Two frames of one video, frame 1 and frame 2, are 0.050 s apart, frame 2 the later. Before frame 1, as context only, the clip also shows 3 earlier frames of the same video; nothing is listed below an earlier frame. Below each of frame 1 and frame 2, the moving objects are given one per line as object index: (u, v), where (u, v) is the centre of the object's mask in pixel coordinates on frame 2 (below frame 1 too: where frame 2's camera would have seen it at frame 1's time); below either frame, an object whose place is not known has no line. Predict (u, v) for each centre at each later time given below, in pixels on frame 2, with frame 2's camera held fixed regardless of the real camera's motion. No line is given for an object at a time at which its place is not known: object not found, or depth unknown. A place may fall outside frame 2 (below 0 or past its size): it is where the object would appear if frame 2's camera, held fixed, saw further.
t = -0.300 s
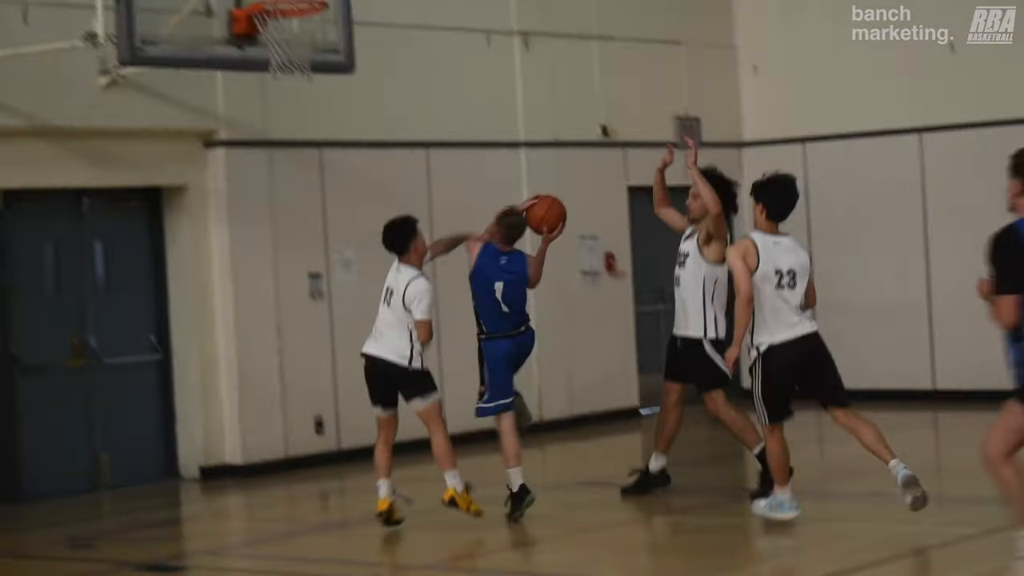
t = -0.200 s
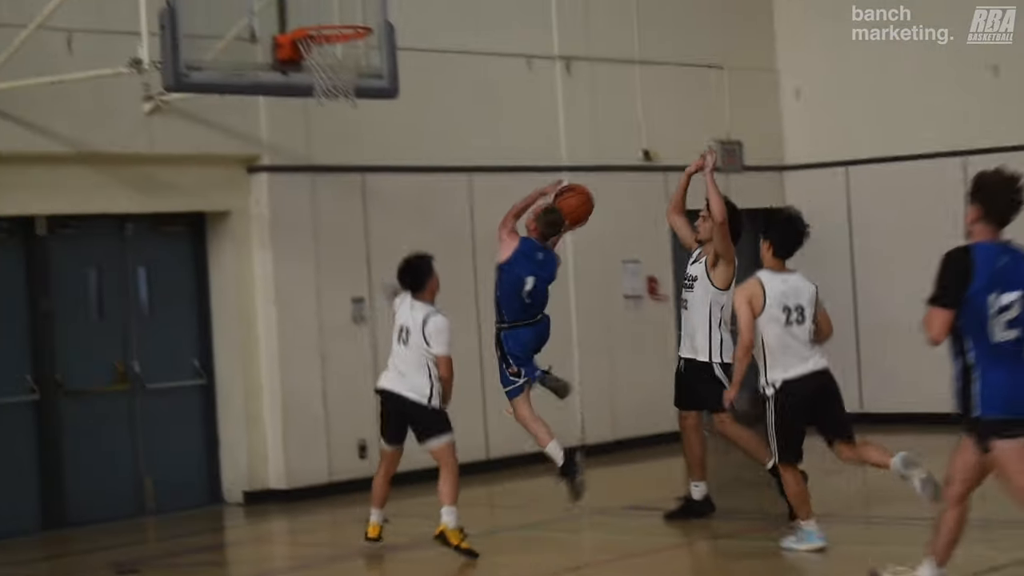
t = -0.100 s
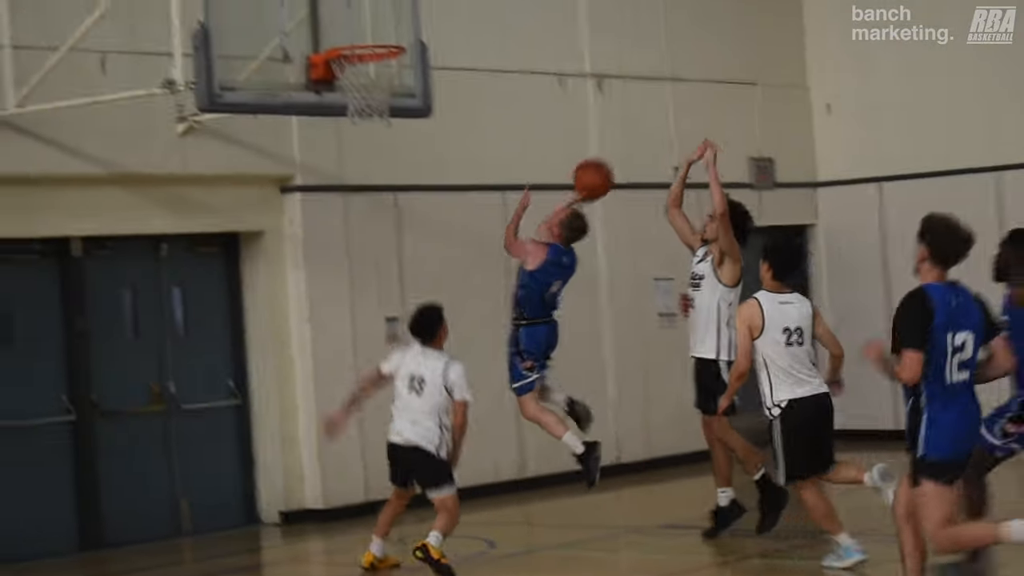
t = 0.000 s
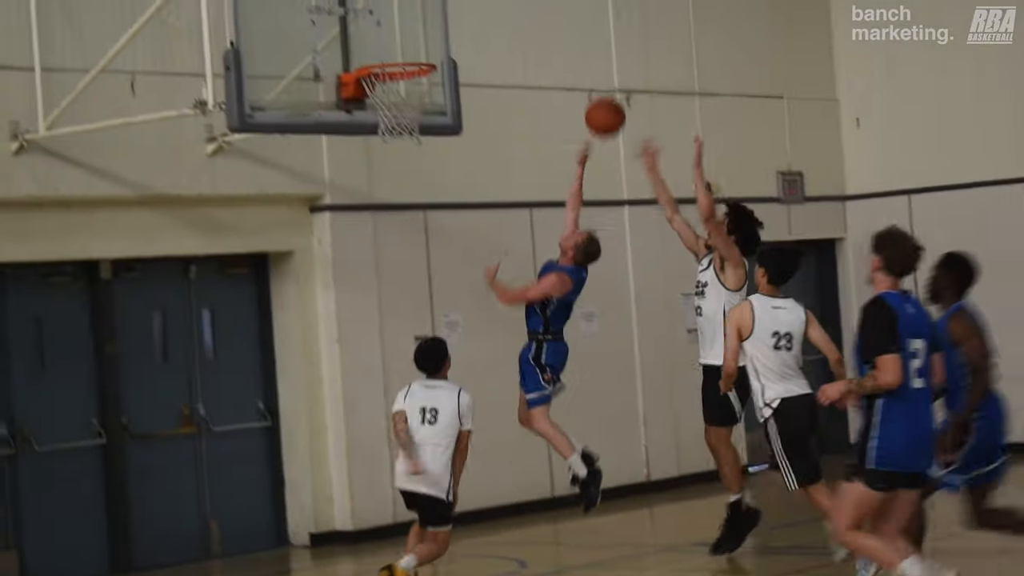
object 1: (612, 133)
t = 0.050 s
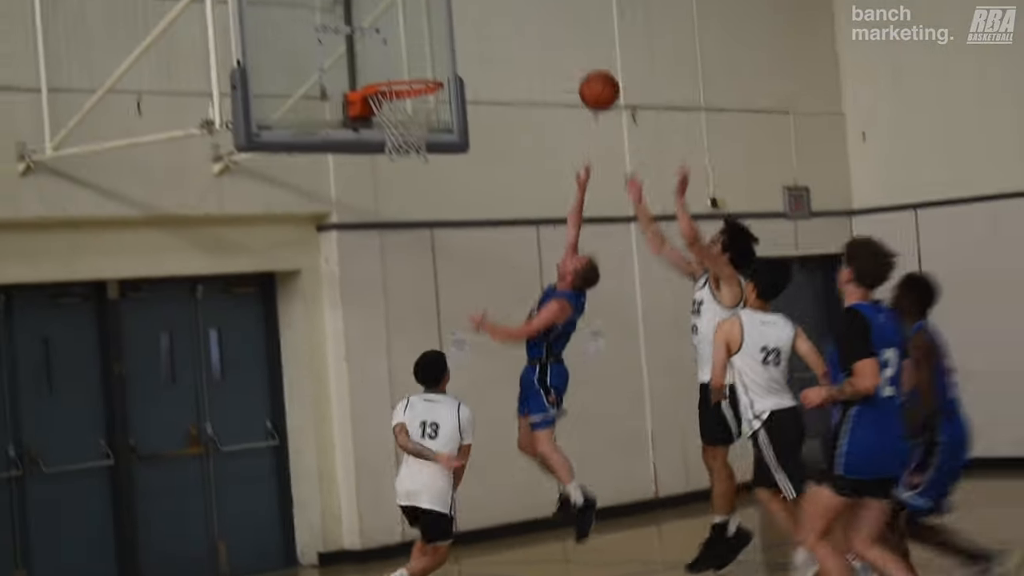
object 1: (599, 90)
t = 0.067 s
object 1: (595, 77)
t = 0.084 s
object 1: (591, 64)
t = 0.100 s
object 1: (587, 52)
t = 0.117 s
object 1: (583, 40)
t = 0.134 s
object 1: (579, 29)
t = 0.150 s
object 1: (575, 18)
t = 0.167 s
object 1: (571, 7)
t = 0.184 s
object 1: (567, -3)
